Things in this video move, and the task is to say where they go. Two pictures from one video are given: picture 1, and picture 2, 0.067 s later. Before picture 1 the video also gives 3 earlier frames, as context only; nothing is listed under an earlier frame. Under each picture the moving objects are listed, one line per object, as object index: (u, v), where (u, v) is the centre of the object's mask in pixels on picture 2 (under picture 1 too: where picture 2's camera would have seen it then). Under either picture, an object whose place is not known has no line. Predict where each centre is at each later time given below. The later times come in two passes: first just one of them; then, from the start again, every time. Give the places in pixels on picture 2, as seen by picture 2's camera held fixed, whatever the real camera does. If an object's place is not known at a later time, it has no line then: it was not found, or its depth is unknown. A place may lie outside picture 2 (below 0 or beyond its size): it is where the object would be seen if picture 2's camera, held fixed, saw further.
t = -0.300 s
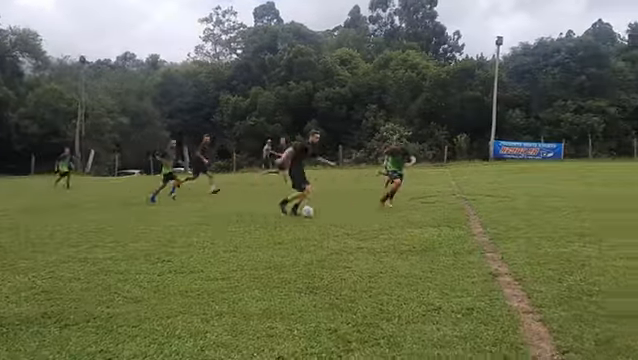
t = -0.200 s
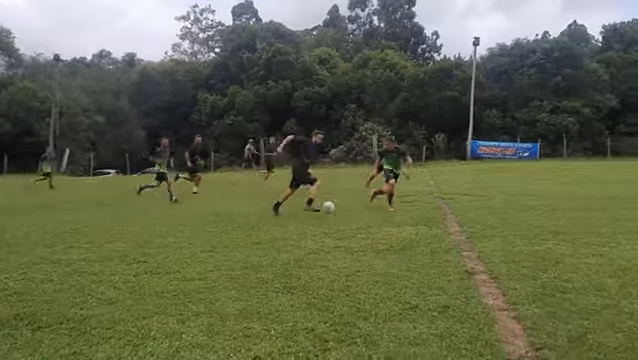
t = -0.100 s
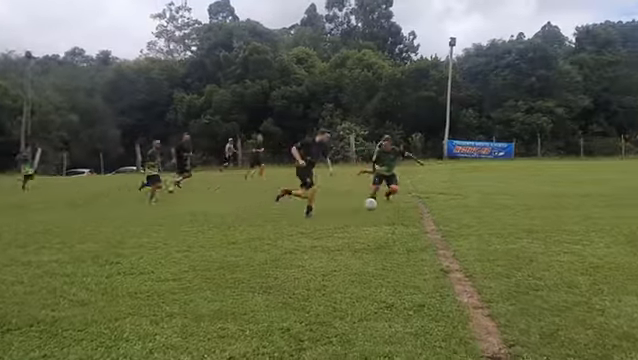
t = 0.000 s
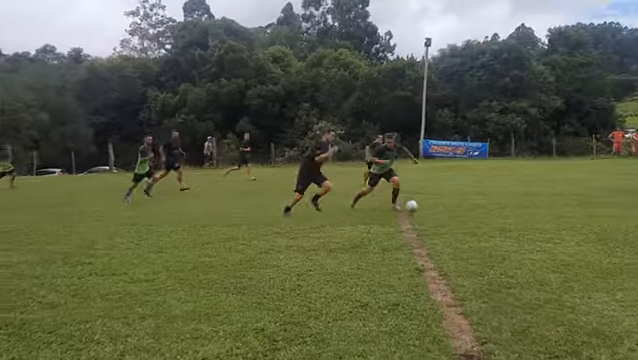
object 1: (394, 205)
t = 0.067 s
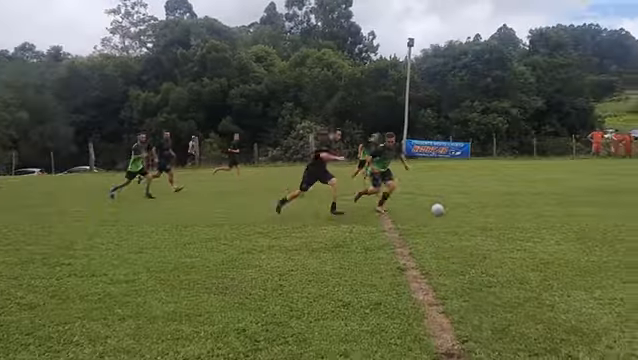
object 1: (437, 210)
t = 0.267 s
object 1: (553, 207)
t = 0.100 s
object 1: (458, 208)
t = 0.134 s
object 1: (476, 208)
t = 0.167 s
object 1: (496, 207)
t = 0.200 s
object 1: (515, 206)
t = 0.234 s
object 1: (535, 207)
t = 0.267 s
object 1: (553, 207)
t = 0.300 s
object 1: (570, 206)
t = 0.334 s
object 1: (588, 204)
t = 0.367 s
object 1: (604, 203)
